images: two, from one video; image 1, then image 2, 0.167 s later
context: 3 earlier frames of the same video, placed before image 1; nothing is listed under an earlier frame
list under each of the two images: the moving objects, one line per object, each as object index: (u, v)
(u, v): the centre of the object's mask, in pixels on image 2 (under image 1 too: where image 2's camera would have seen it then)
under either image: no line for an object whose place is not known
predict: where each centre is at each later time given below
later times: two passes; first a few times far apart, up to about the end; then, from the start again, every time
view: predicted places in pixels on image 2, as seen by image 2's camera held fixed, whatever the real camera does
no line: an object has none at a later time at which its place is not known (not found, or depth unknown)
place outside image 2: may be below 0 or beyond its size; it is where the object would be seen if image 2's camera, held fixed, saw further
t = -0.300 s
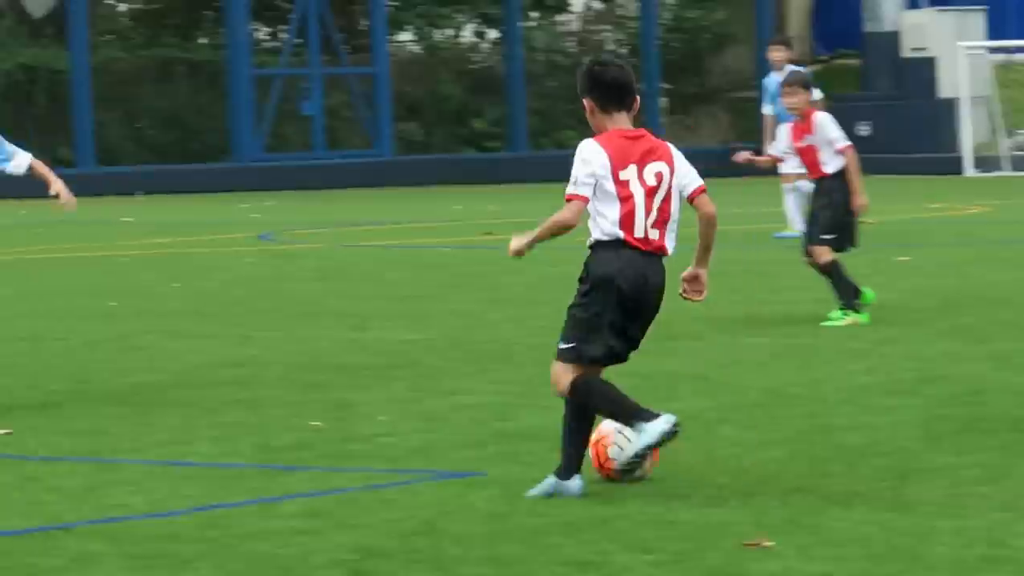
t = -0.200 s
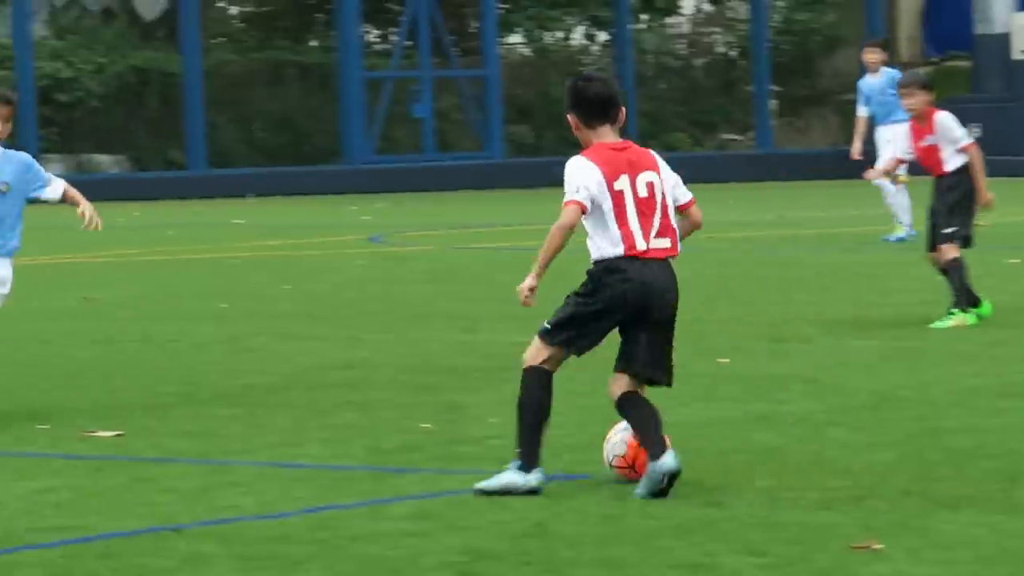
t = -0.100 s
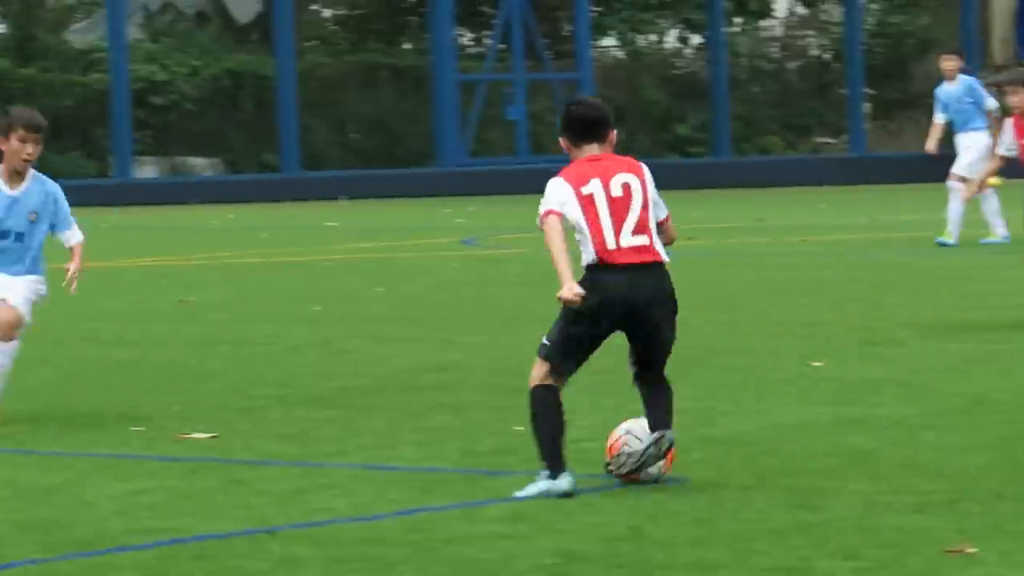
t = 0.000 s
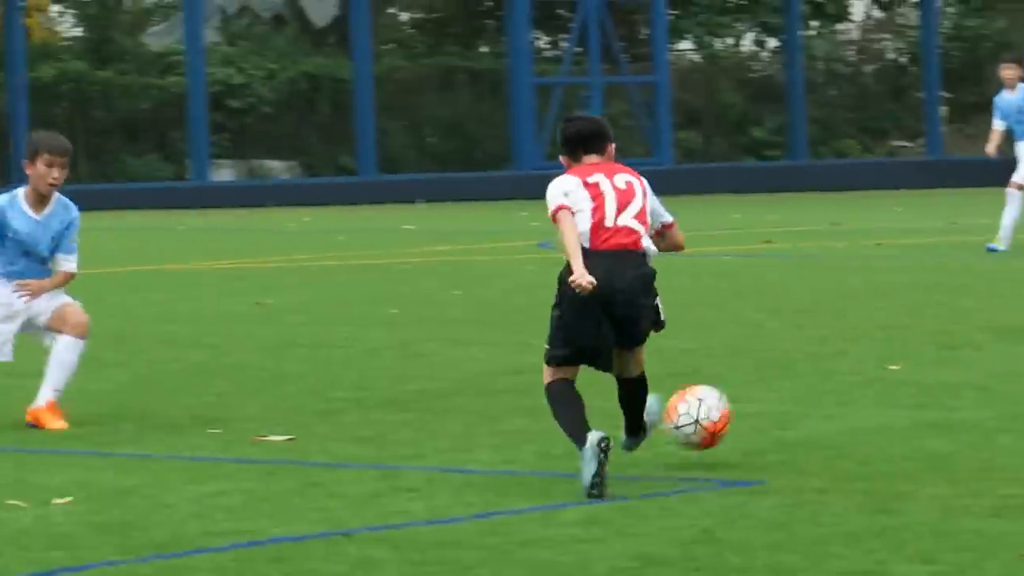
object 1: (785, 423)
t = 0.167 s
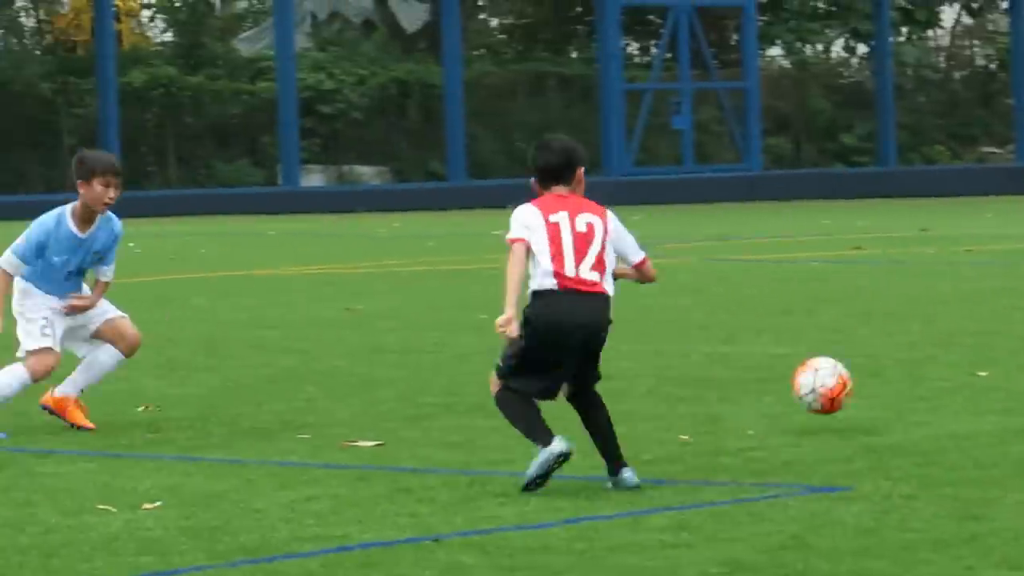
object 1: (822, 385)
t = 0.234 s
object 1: (838, 390)
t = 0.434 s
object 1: (874, 364)
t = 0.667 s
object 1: (898, 343)
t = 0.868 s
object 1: (905, 328)
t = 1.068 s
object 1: (905, 318)
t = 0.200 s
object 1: (831, 386)
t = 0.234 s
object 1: (838, 390)
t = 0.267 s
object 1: (846, 388)
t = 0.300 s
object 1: (851, 379)
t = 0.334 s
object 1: (857, 372)
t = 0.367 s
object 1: (862, 366)
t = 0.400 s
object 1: (867, 364)
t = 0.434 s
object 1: (874, 364)
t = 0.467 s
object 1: (879, 361)
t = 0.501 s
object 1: (882, 354)
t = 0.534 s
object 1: (885, 348)
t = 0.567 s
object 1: (888, 346)
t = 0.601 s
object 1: (892, 345)
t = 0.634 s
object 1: (896, 346)
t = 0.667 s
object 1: (898, 343)
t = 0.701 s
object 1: (899, 337)
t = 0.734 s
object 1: (901, 333)
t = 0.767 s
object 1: (902, 331)
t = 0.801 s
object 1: (904, 330)
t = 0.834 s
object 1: (905, 331)
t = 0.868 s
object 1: (905, 328)
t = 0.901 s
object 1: (905, 325)
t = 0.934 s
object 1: (905, 323)
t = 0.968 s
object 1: (905, 322)
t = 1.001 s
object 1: (905, 321)
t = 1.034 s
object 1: (905, 320)
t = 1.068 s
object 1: (905, 318)
